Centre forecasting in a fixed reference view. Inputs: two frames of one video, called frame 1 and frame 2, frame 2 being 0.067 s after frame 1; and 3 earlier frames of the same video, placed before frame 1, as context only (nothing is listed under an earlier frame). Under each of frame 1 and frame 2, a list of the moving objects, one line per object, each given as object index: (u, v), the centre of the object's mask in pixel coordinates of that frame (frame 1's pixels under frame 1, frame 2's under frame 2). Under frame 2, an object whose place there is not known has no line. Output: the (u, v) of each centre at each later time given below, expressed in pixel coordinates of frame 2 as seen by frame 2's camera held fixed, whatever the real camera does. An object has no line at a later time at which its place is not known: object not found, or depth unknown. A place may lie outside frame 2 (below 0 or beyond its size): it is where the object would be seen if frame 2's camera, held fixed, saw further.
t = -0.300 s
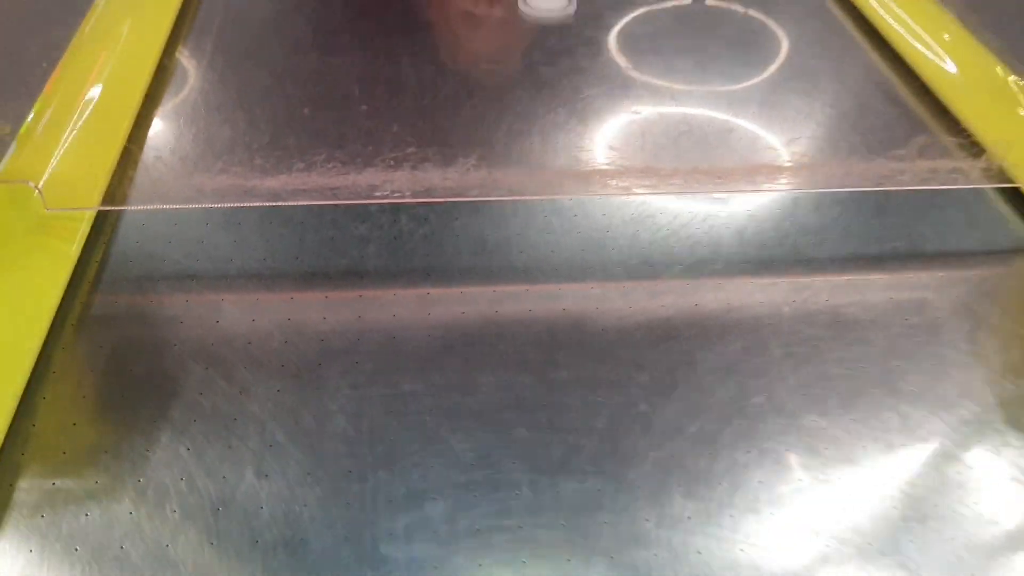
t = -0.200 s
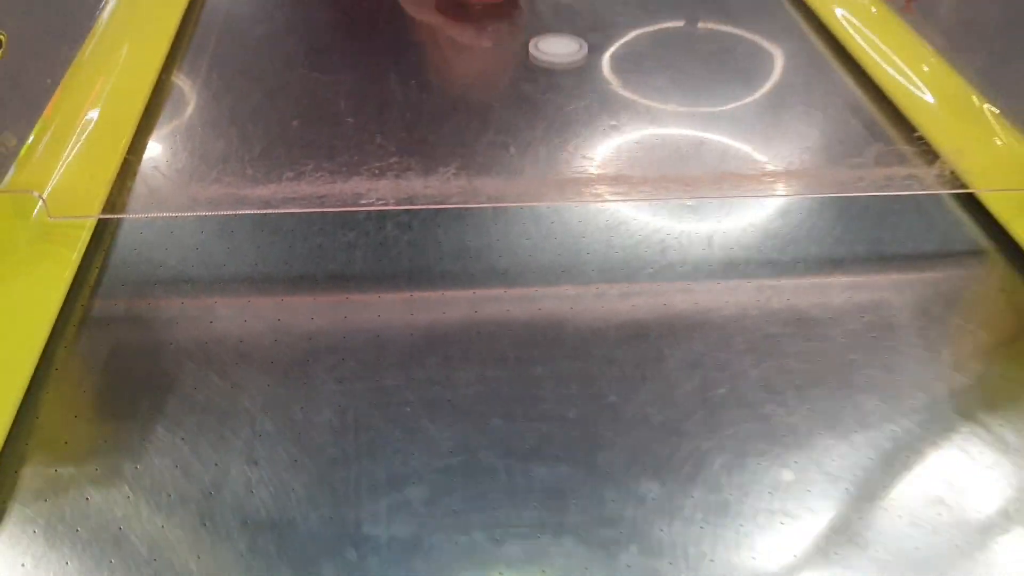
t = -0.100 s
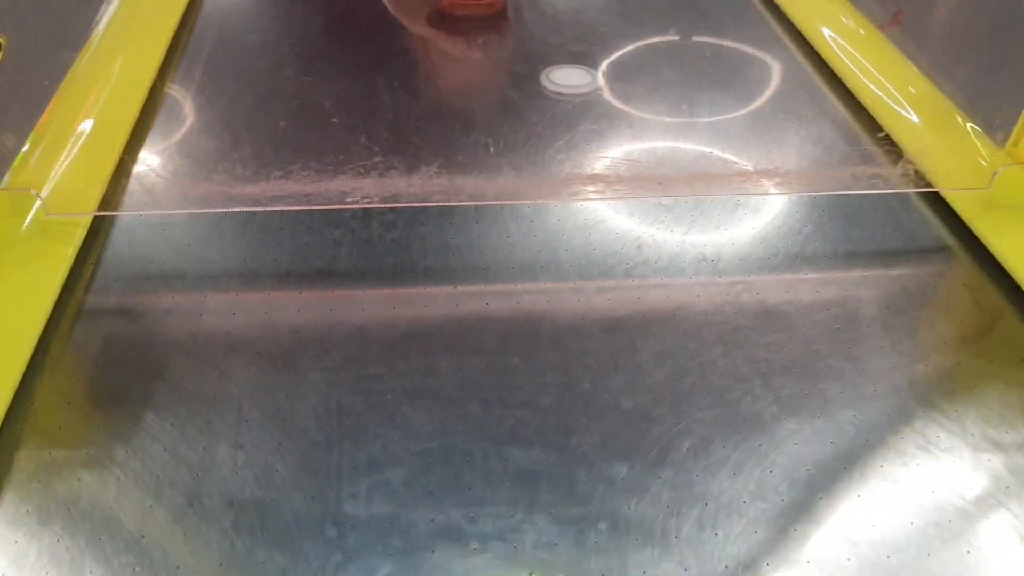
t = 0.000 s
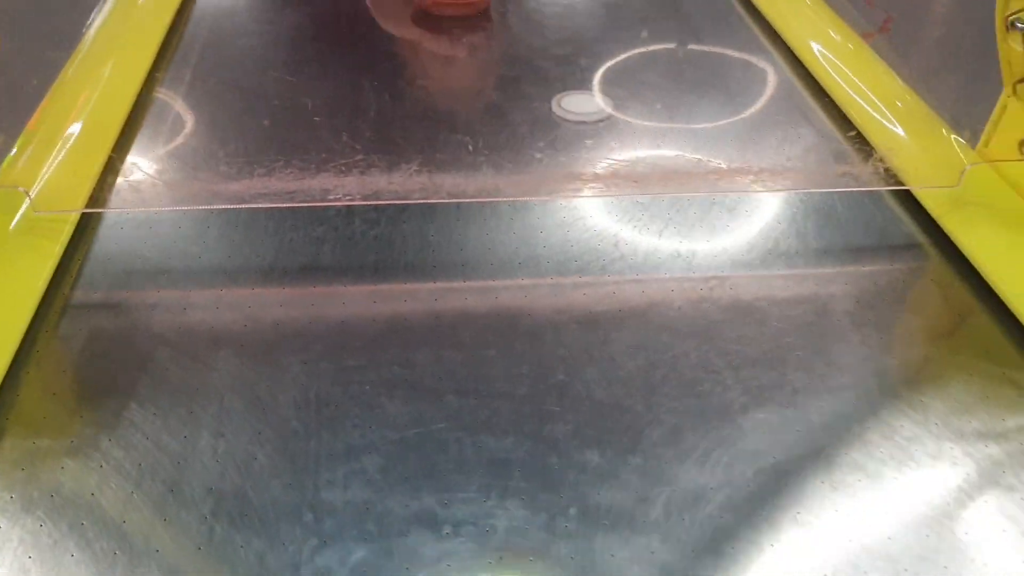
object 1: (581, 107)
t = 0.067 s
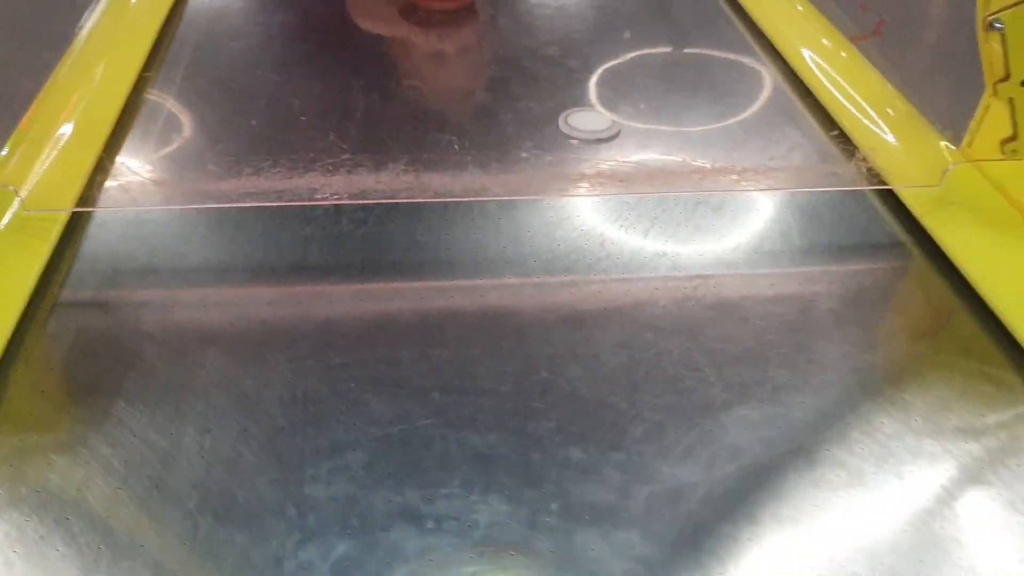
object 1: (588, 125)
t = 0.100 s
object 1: (599, 134)
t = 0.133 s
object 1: (609, 143)
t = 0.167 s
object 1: (620, 154)
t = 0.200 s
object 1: (631, 162)
